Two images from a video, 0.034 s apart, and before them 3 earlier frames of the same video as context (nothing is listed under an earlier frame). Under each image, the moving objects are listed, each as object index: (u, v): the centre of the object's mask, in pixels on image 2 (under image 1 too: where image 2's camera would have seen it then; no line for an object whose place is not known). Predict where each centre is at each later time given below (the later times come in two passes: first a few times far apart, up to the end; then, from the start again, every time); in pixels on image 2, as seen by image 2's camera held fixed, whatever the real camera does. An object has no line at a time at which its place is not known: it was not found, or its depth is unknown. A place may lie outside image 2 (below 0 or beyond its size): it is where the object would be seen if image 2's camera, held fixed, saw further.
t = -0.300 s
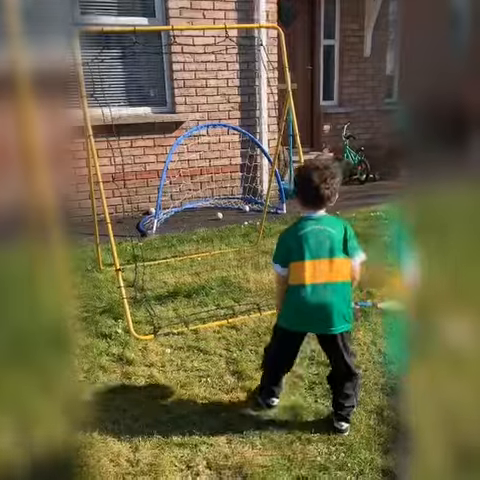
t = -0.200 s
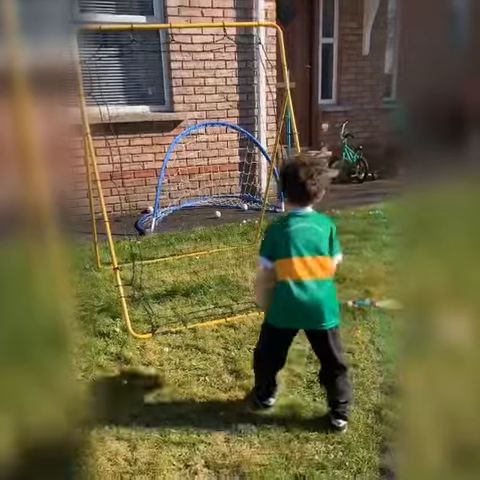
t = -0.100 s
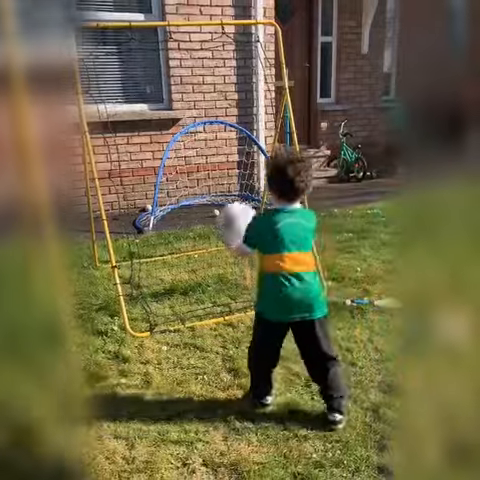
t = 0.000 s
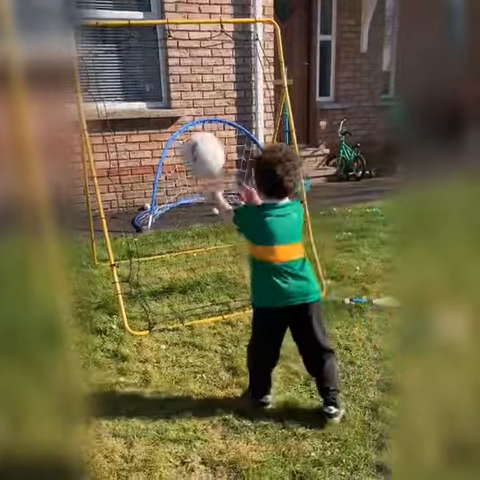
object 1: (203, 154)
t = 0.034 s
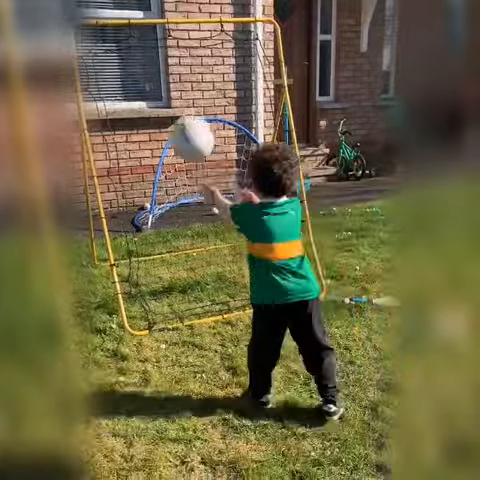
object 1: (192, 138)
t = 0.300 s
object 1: (129, 103)
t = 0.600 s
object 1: (135, 131)
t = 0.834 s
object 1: (164, 261)
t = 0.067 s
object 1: (183, 125)
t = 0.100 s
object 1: (173, 114)
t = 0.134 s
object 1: (165, 106)
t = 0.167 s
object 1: (157, 100)
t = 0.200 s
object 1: (148, 97)
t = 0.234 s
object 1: (141, 97)
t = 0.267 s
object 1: (135, 99)
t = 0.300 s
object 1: (129, 103)
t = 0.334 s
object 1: (124, 110)
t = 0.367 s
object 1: (120, 113)
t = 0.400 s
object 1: (120, 113)
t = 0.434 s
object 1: (121, 112)
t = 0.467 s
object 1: (124, 112)
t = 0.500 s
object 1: (126, 113)
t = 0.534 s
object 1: (128, 116)
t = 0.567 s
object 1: (131, 121)
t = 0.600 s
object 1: (135, 131)
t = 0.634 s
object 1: (137, 143)
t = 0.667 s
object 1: (141, 155)
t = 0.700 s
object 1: (146, 173)
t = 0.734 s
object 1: (149, 192)
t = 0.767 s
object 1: (157, 211)
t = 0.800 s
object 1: (159, 236)
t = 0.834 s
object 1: (164, 261)
